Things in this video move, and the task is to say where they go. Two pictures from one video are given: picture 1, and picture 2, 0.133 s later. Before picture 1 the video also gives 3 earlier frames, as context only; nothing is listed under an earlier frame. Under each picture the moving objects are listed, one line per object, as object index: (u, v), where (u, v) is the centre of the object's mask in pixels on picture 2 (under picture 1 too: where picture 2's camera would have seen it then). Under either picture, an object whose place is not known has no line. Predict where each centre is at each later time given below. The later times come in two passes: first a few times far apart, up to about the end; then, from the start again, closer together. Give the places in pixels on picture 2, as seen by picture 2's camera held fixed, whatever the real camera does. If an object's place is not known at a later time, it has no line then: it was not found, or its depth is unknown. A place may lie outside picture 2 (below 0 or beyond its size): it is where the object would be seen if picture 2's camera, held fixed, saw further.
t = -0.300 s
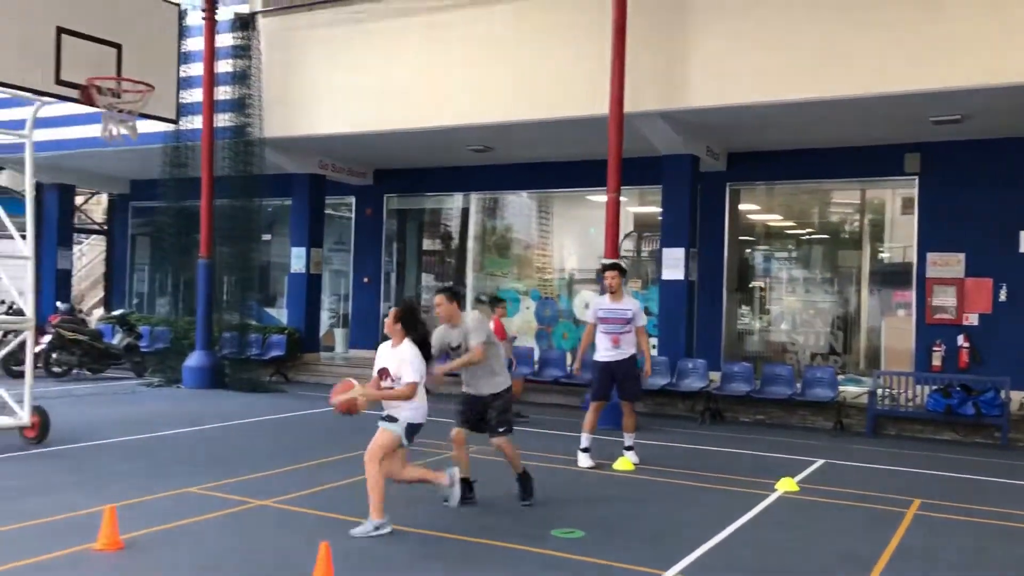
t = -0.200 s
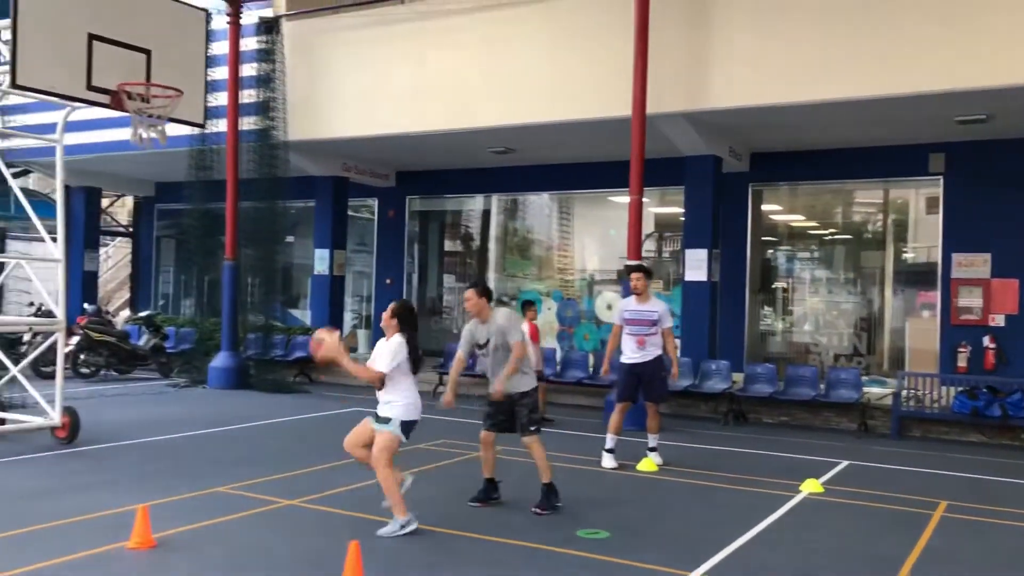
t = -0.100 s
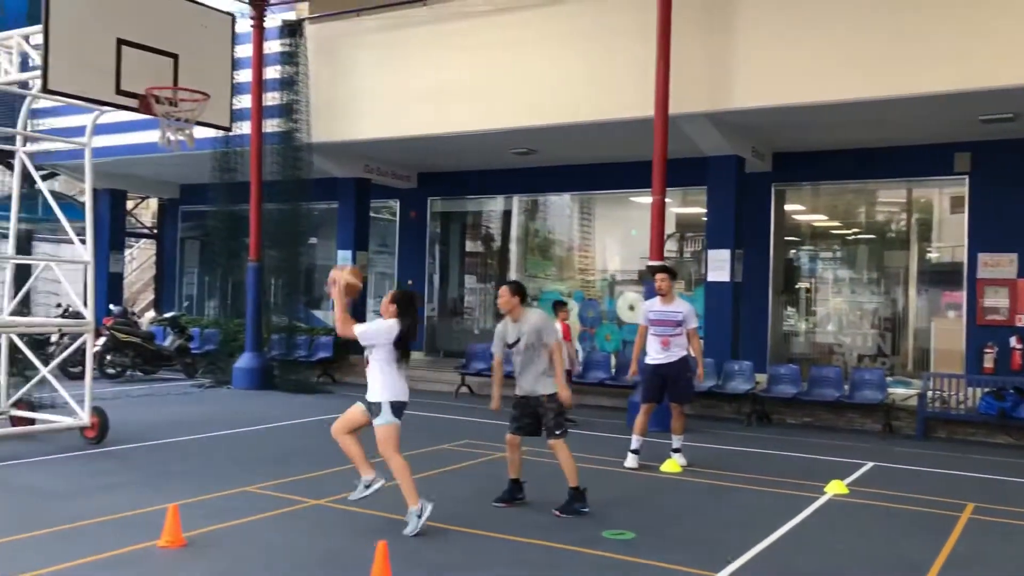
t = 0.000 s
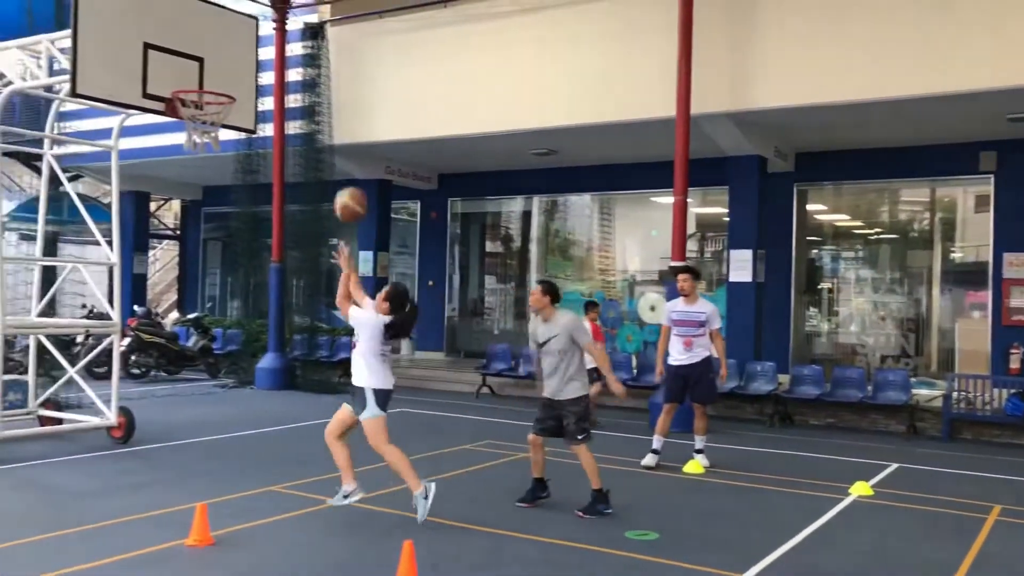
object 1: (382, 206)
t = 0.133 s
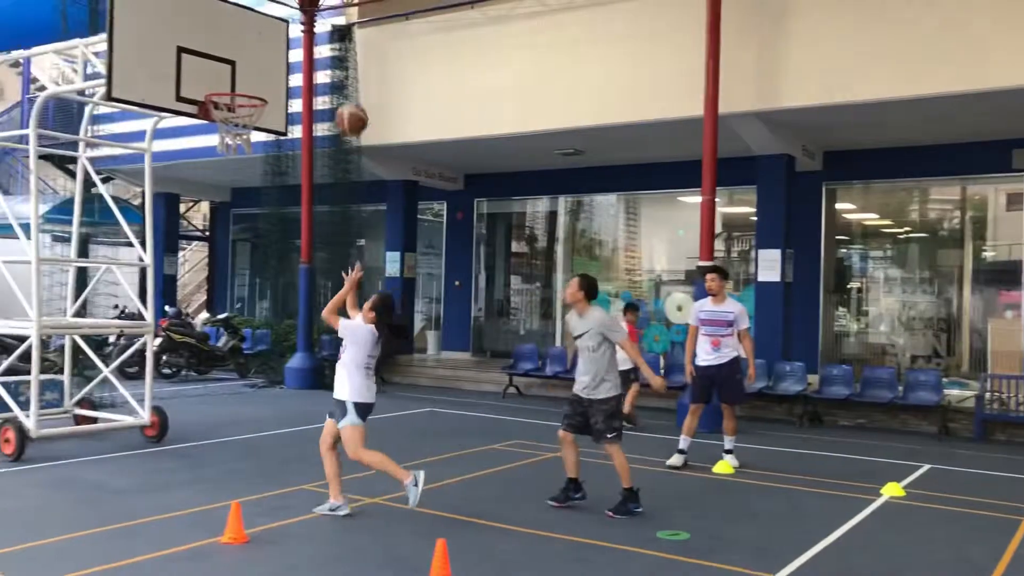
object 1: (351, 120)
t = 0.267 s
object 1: (327, 59)
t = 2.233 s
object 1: (196, 270)
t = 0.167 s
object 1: (345, 102)
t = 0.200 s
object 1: (339, 87)
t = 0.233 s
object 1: (333, 71)
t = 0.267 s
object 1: (327, 59)
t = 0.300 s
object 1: (322, 48)
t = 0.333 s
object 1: (316, 38)
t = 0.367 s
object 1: (309, 31)
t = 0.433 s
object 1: (298, 20)
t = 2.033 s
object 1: (216, 351)
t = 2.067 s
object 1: (213, 334)
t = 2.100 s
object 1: (210, 318)
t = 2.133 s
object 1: (209, 303)
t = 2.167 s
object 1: (207, 293)
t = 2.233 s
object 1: (196, 270)
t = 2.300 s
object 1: (189, 255)
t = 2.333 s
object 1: (184, 248)
